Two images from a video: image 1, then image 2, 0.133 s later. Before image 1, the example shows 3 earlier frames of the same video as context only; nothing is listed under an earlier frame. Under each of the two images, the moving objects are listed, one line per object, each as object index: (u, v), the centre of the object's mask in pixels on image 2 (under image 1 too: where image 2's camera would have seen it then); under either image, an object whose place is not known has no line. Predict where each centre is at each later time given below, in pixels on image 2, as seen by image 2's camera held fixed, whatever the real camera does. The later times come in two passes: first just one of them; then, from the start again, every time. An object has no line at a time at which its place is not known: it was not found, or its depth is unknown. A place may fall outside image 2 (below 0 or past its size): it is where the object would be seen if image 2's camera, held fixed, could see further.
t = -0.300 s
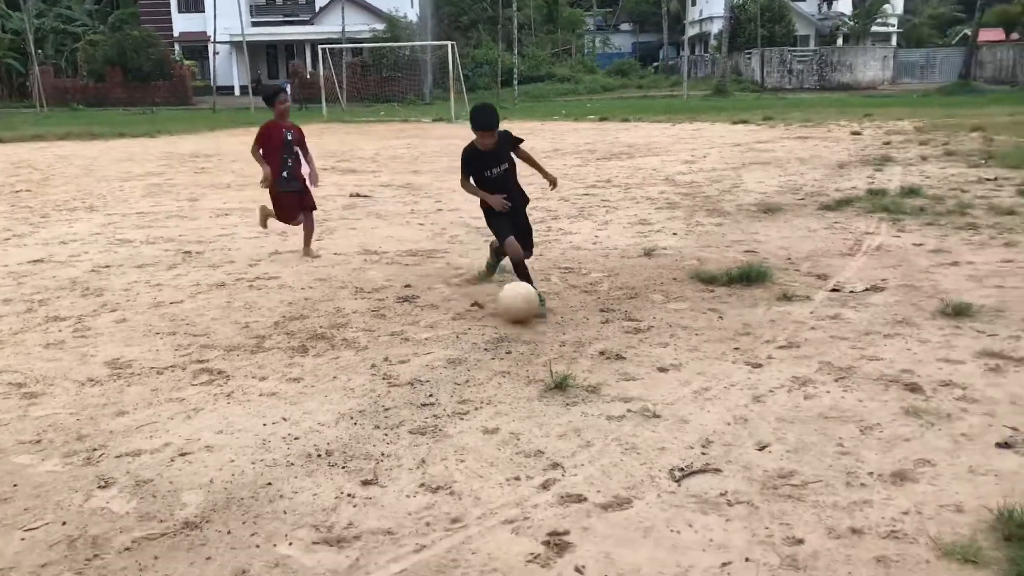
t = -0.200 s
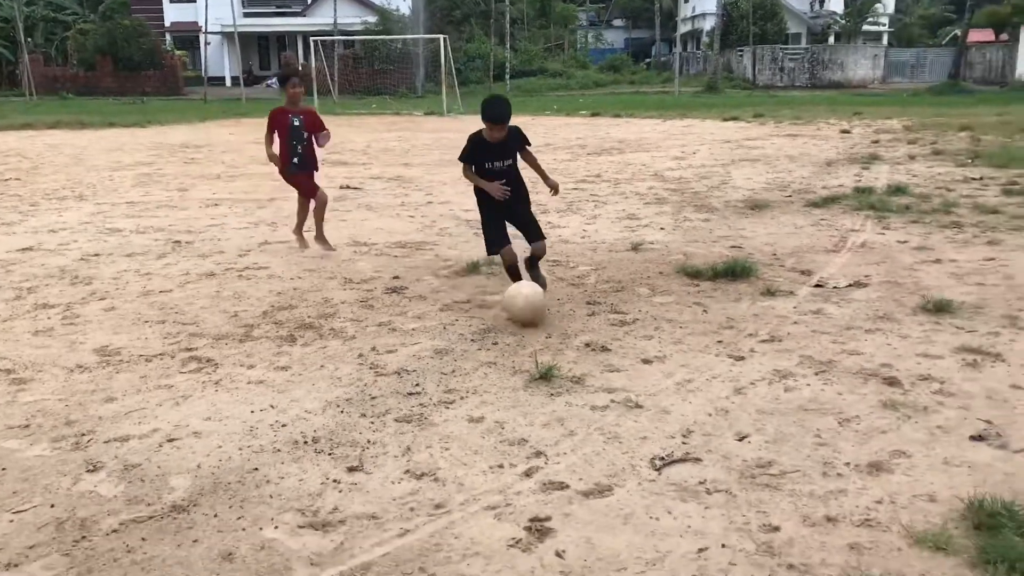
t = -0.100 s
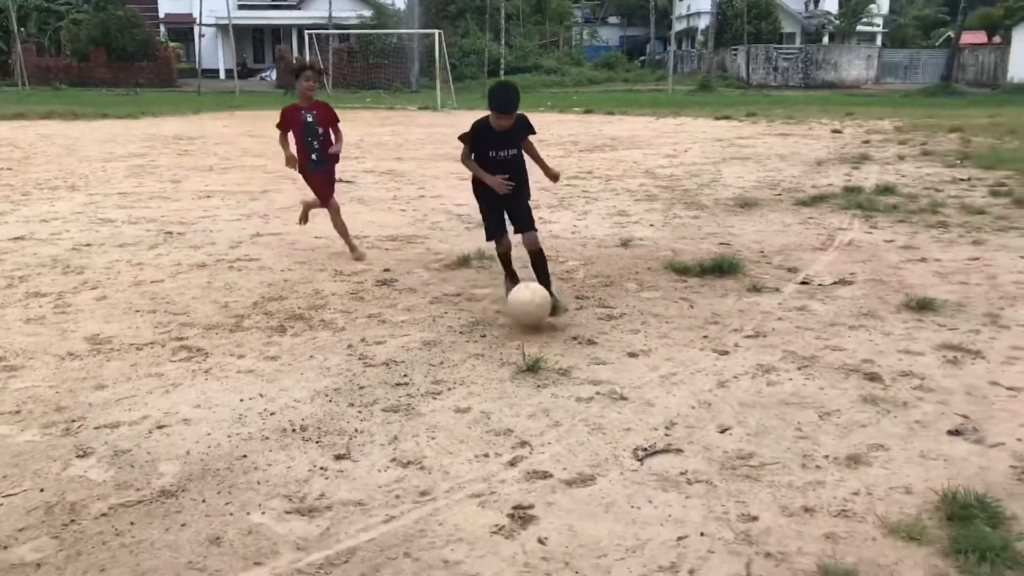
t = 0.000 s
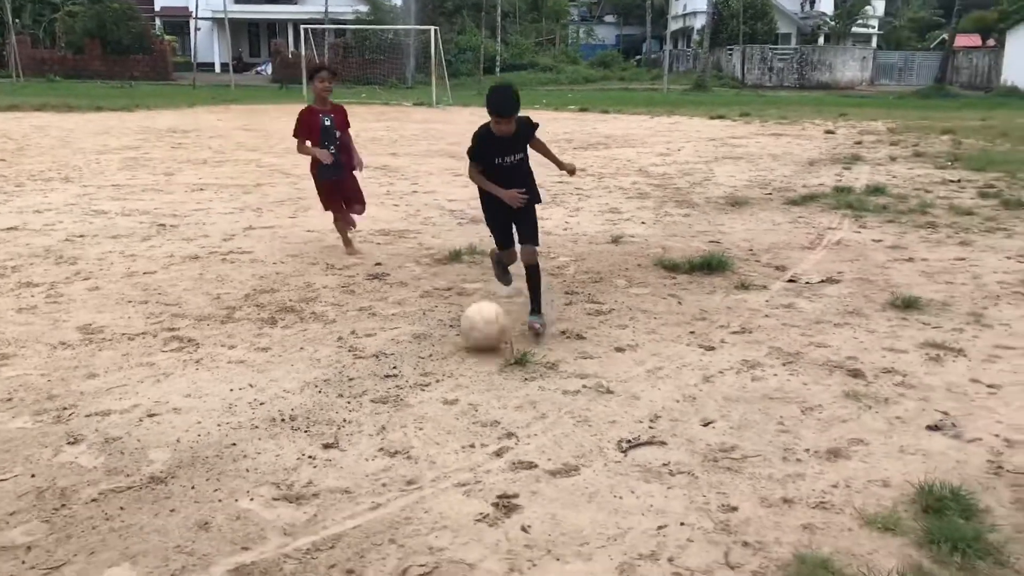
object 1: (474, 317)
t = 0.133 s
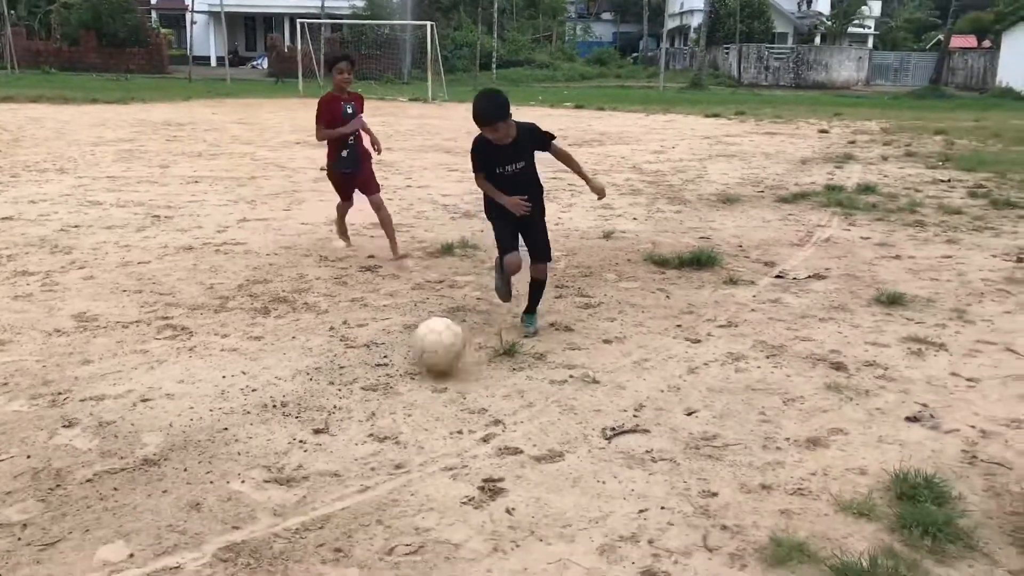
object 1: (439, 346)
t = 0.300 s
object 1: (404, 385)
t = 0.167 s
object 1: (431, 351)
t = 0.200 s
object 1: (424, 360)
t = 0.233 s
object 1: (418, 371)
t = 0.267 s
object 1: (411, 382)
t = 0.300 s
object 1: (404, 385)
